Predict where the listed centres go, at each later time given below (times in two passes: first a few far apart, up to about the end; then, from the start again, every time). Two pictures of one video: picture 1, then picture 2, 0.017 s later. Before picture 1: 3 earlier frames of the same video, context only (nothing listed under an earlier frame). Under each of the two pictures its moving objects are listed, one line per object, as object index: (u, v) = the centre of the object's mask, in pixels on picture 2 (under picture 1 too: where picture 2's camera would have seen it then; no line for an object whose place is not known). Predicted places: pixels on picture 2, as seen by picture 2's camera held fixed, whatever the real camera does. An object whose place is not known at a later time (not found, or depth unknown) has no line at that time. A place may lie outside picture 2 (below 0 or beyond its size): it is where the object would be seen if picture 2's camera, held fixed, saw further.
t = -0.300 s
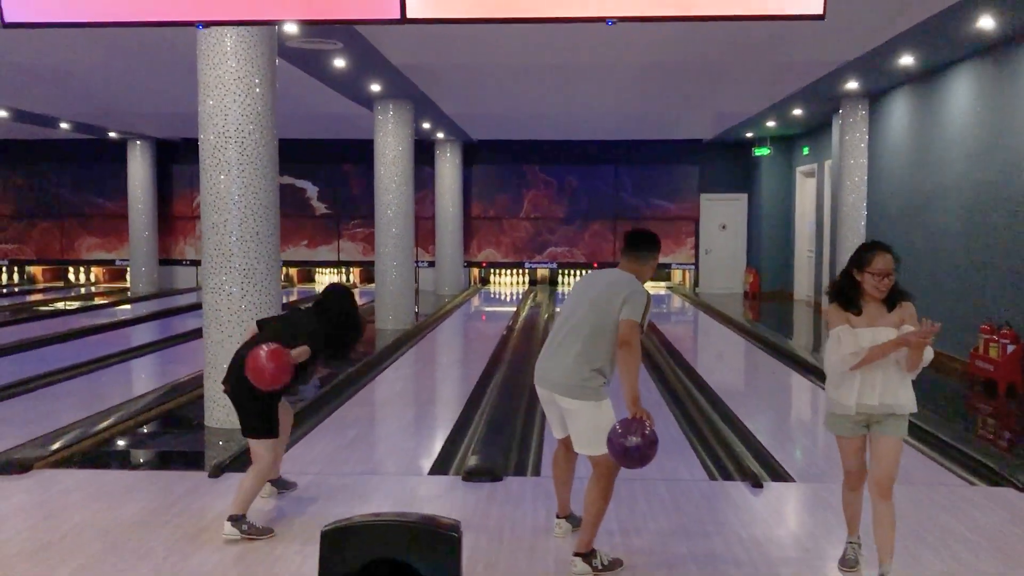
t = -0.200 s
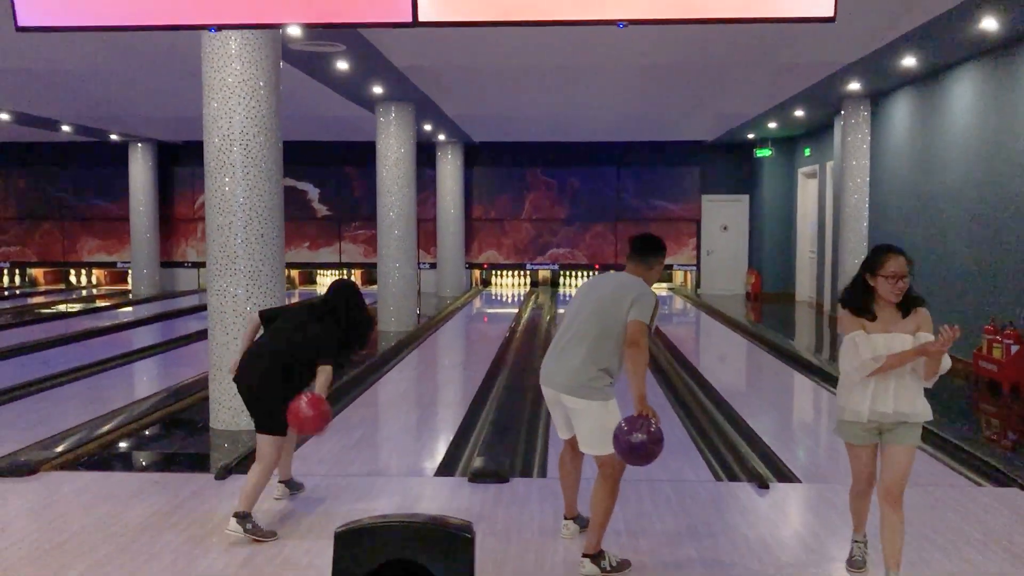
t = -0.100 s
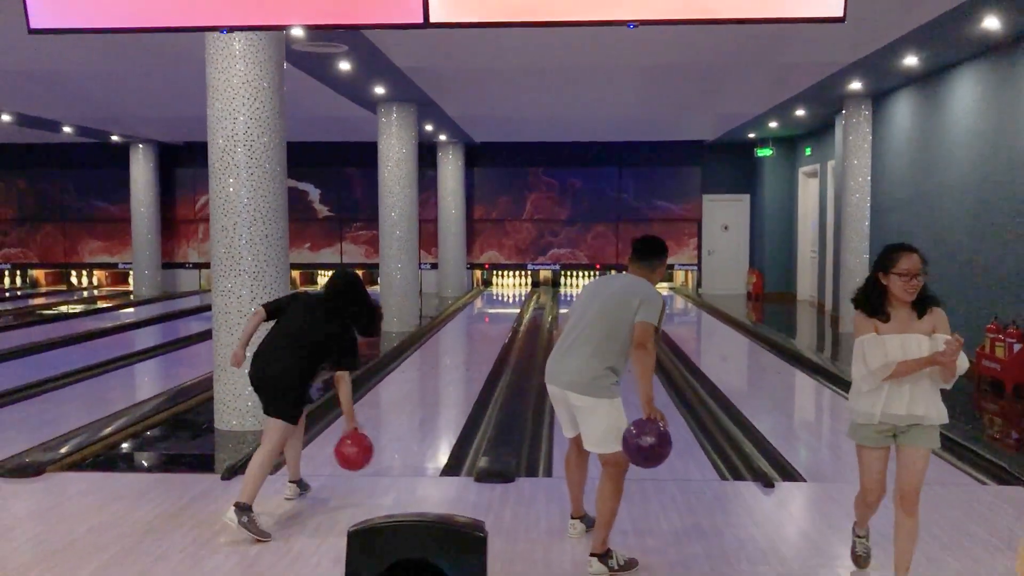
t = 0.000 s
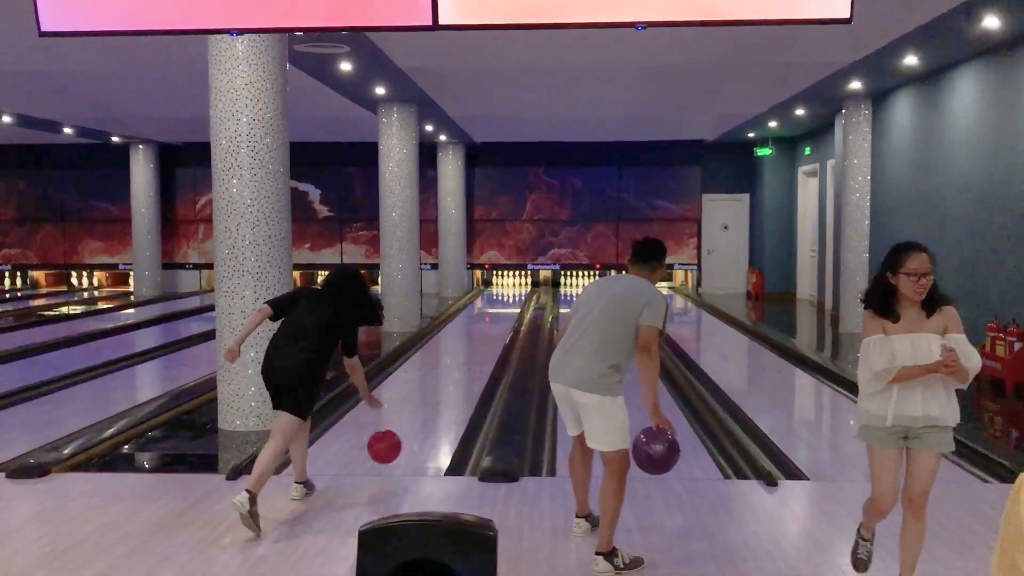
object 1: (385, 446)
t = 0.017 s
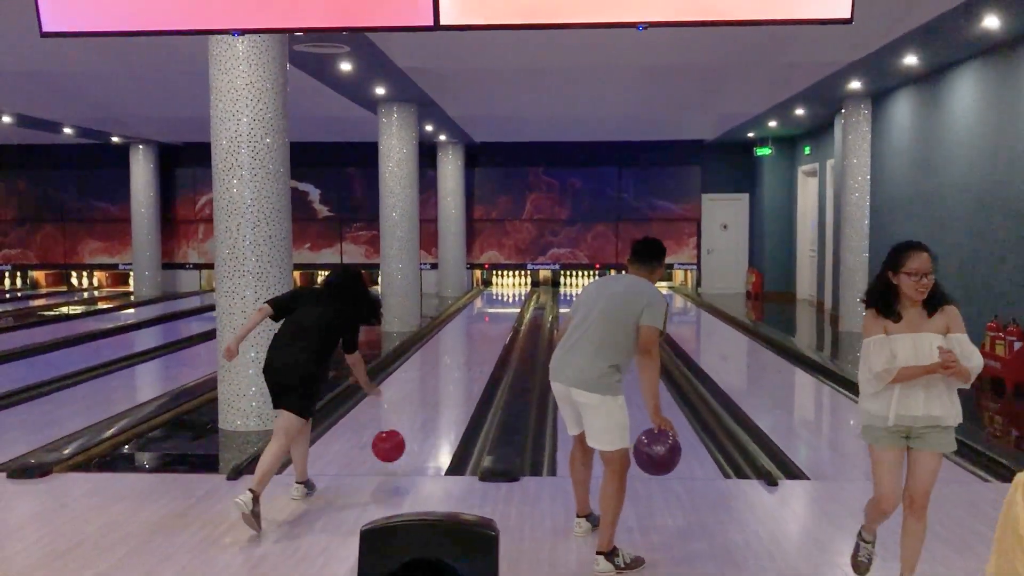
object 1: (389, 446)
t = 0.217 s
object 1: (420, 413)
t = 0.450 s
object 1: (444, 379)
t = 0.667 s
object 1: (459, 358)
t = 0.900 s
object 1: (471, 340)
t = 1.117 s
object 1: (479, 328)
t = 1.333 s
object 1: (485, 319)
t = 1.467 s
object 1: (489, 314)
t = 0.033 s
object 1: (391, 445)
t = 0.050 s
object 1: (395, 446)
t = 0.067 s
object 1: (398, 446)
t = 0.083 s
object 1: (401, 440)
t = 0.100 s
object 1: (403, 435)
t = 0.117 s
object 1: (406, 431)
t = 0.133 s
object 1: (408, 428)
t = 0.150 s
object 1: (411, 425)
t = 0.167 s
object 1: (413, 423)
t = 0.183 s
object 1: (416, 420)
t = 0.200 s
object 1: (418, 416)
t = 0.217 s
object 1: (420, 413)
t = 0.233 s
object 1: (422, 411)
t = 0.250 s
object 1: (424, 408)
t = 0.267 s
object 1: (426, 405)
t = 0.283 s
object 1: (428, 402)
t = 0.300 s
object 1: (429, 400)
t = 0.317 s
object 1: (431, 397)
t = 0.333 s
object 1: (433, 395)
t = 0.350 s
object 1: (435, 392)
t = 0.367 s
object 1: (436, 390)
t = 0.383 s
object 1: (438, 388)
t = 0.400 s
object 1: (439, 386)
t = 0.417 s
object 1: (441, 384)
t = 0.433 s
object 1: (442, 381)
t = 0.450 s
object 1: (444, 379)
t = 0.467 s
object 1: (445, 378)
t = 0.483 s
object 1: (446, 376)
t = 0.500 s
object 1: (448, 374)
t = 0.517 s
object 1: (449, 372)
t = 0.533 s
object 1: (450, 370)
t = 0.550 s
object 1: (451, 368)
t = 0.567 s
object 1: (452, 367)
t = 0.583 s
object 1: (454, 365)
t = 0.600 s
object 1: (455, 364)
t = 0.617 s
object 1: (456, 362)
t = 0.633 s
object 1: (457, 360)
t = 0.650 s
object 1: (458, 359)
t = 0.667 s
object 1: (459, 358)
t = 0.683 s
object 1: (460, 356)
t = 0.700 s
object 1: (461, 355)
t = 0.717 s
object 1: (462, 354)
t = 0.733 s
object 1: (463, 352)
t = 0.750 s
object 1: (464, 351)
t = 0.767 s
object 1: (464, 349)
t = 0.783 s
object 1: (465, 348)
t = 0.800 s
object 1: (466, 347)
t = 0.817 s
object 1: (467, 346)
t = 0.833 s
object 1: (468, 345)
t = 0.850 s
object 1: (469, 344)
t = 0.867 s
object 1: (469, 343)
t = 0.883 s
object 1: (470, 341)
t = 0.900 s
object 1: (471, 340)
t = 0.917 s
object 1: (471, 339)
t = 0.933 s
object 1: (472, 338)
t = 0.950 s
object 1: (473, 337)
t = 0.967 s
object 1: (473, 336)
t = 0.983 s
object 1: (474, 336)
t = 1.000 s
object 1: (475, 334)
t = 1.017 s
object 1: (476, 333)
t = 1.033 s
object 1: (476, 332)
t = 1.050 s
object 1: (477, 332)
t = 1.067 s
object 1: (477, 331)
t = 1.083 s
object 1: (478, 330)
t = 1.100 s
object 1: (478, 329)
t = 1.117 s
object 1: (479, 328)
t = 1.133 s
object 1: (479, 327)
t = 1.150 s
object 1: (480, 327)
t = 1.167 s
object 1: (480, 326)
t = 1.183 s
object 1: (481, 325)
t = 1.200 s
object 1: (482, 324)
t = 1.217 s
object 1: (482, 323)
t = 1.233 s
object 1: (483, 323)
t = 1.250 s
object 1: (483, 322)
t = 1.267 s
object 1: (484, 321)
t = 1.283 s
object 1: (484, 320)
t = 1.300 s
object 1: (485, 320)
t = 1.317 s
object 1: (485, 319)
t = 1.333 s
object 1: (485, 319)
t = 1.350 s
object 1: (486, 318)
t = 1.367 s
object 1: (487, 317)
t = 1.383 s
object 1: (487, 317)
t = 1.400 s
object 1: (487, 316)
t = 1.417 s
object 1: (488, 316)
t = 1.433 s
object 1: (489, 315)
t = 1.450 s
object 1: (489, 315)
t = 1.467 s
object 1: (489, 314)
